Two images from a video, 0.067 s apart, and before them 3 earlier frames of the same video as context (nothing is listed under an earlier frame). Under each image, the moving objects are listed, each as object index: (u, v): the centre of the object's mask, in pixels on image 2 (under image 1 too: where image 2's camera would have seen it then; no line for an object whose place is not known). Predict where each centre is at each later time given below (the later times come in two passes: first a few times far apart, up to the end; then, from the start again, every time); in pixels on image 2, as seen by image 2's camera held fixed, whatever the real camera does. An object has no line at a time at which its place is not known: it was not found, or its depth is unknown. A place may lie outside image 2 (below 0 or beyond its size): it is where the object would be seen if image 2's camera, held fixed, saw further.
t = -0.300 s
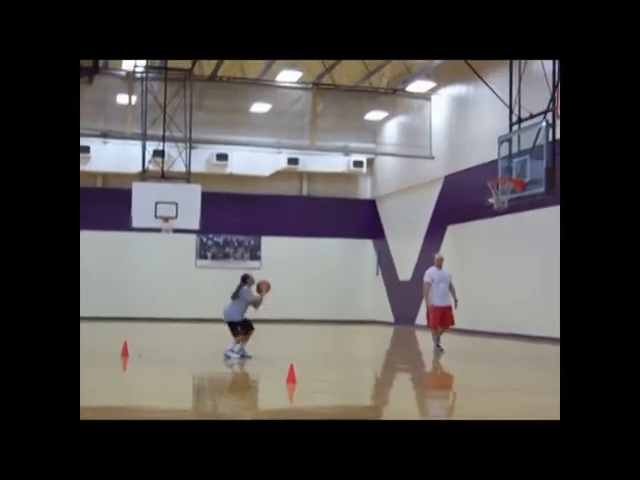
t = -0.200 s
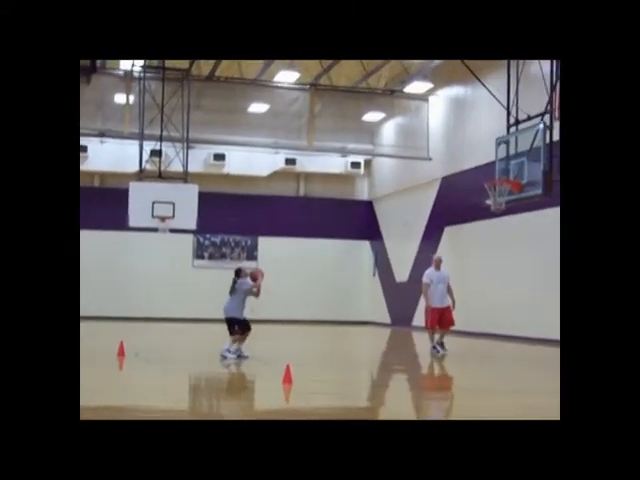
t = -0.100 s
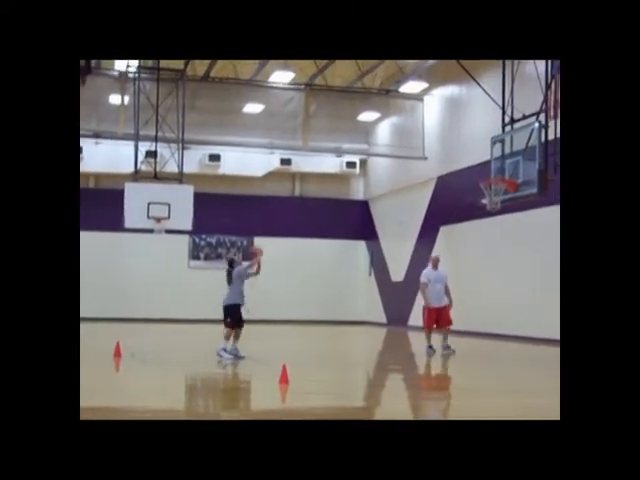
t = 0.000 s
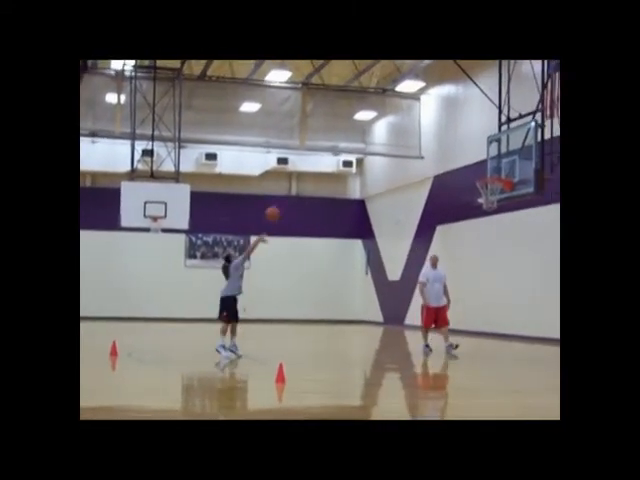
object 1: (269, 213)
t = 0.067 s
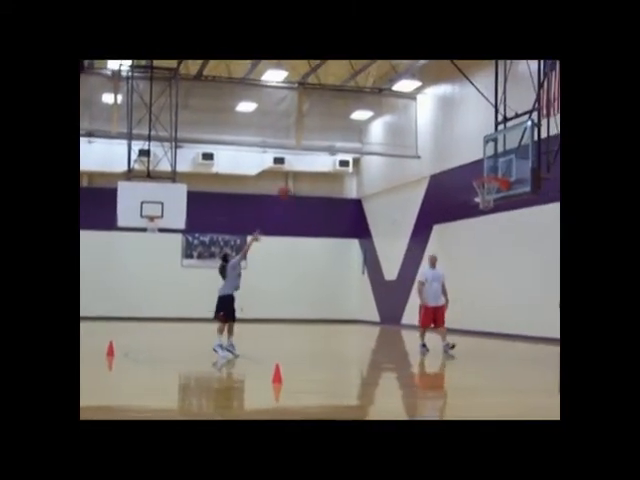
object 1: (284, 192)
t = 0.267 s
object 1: (328, 144)
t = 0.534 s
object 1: (381, 118)
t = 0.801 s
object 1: (431, 133)
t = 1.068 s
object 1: (472, 173)
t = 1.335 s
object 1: (458, 162)
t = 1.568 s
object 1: (446, 184)
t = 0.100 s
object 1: (291, 184)
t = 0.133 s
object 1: (299, 173)
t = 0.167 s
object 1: (307, 164)
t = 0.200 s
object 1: (314, 156)
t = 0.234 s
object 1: (321, 150)
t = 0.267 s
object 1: (328, 144)
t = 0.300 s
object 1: (335, 139)
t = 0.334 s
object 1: (342, 134)
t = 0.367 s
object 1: (348, 130)
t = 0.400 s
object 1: (354, 126)
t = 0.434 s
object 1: (361, 124)
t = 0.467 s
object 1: (368, 121)
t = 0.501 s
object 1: (375, 119)
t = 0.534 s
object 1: (381, 118)
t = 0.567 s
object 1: (388, 118)
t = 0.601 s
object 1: (394, 118)
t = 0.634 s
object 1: (400, 119)
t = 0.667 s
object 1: (407, 121)
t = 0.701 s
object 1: (413, 123)
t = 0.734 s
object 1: (419, 126)
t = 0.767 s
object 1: (425, 129)
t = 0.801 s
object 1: (431, 133)
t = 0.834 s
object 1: (438, 138)
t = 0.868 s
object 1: (443, 143)
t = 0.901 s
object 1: (449, 148)
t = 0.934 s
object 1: (455, 155)
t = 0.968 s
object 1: (461, 162)
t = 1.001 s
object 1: (468, 169)
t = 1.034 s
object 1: (471, 173)
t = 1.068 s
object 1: (472, 173)
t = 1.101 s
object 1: (472, 172)
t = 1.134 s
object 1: (467, 164)
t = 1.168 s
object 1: (465, 163)
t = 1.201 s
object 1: (464, 162)
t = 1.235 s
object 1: (462, 162)
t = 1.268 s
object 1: (460, 161)
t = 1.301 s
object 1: (459, 161)
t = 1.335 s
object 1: (458, 162)
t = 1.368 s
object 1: (456, 163)
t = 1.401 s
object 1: (454, 164)
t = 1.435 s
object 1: (453, 165)
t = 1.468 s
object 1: (450, 174)
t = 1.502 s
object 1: (450, 175)
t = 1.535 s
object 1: (449, 178)
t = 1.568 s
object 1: (446, 184)
